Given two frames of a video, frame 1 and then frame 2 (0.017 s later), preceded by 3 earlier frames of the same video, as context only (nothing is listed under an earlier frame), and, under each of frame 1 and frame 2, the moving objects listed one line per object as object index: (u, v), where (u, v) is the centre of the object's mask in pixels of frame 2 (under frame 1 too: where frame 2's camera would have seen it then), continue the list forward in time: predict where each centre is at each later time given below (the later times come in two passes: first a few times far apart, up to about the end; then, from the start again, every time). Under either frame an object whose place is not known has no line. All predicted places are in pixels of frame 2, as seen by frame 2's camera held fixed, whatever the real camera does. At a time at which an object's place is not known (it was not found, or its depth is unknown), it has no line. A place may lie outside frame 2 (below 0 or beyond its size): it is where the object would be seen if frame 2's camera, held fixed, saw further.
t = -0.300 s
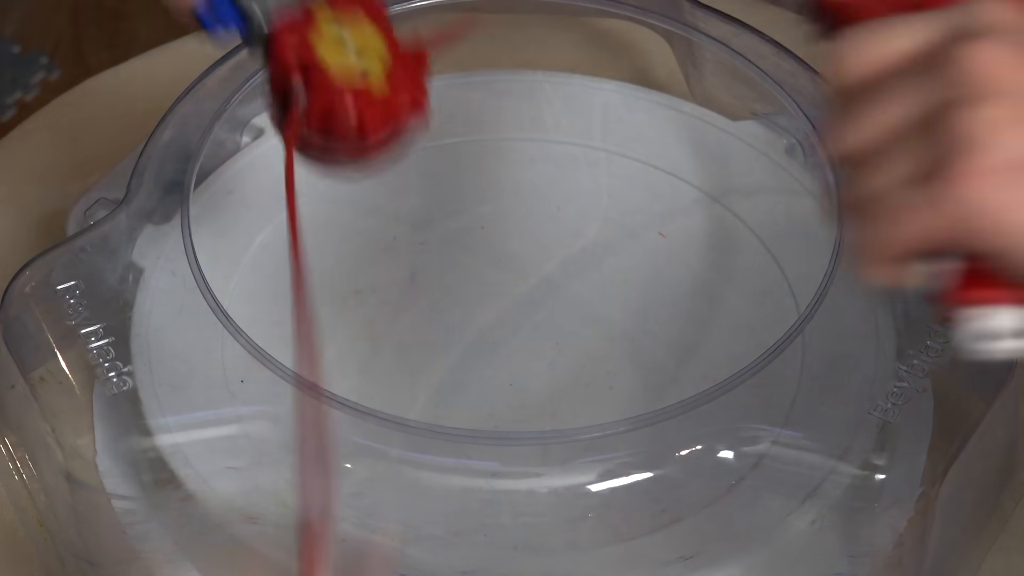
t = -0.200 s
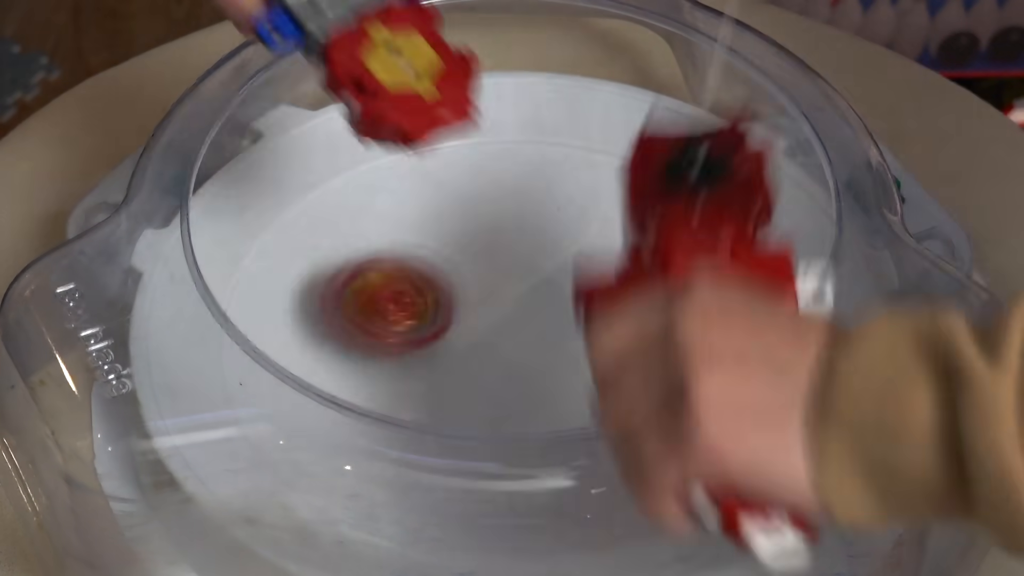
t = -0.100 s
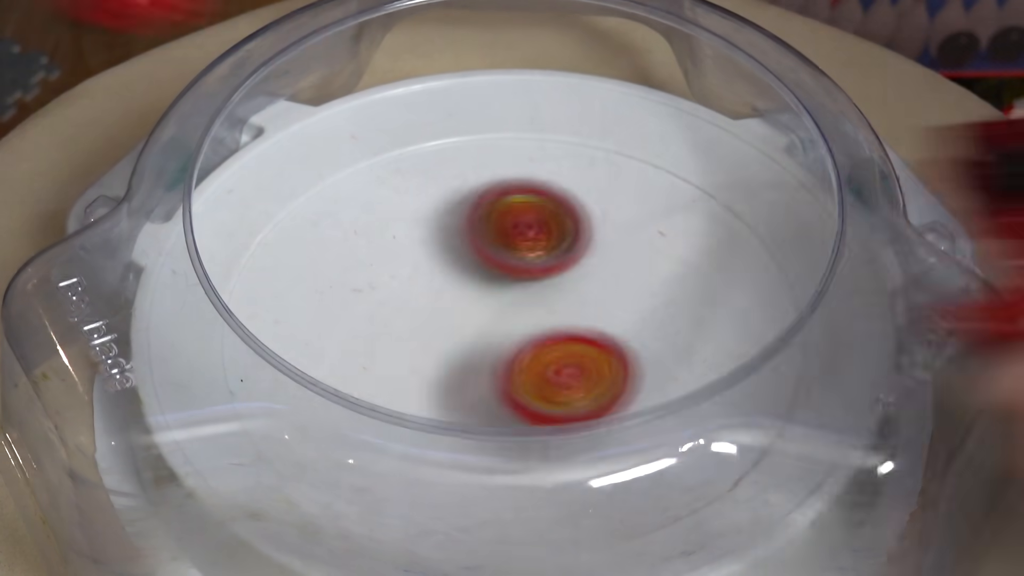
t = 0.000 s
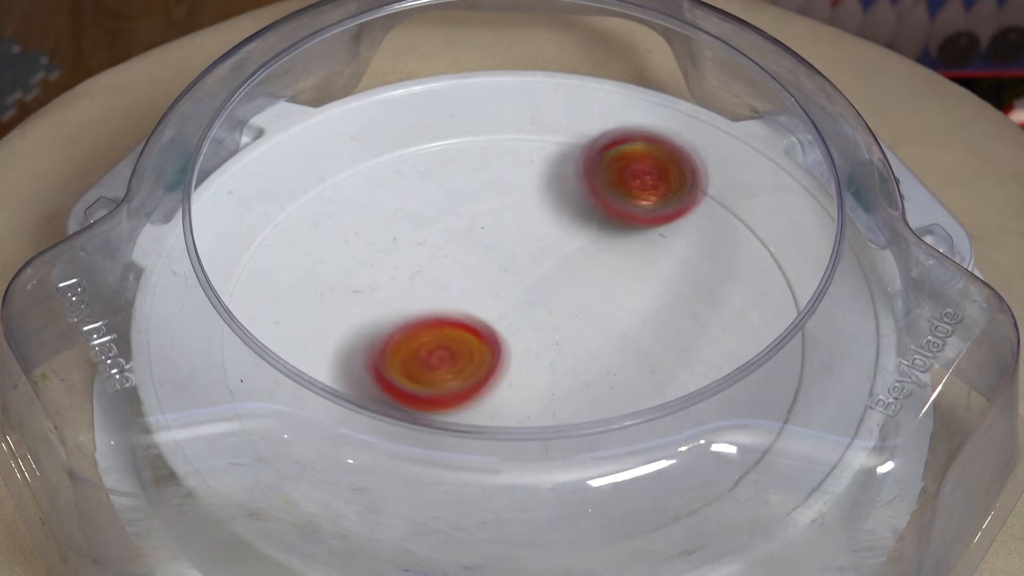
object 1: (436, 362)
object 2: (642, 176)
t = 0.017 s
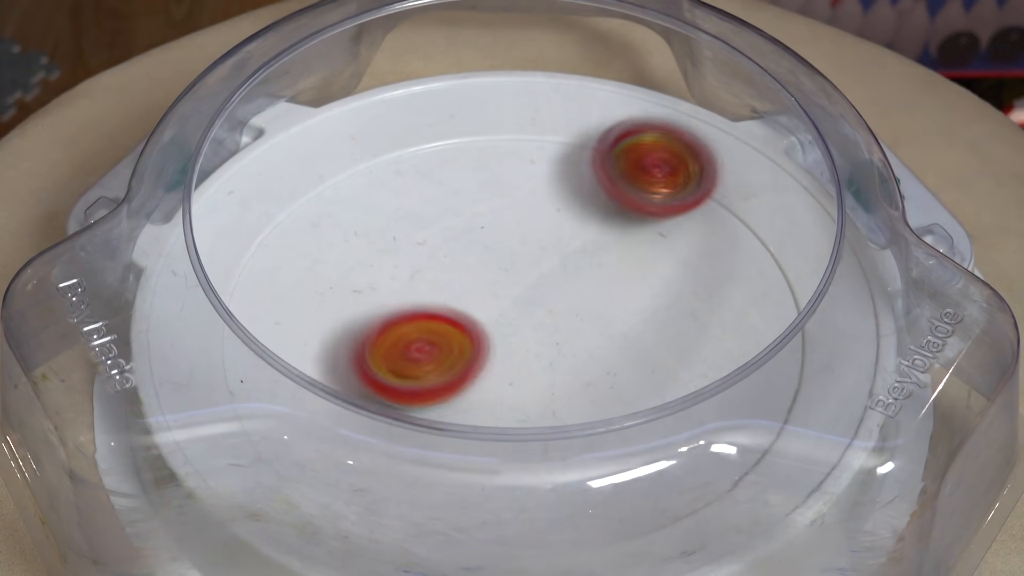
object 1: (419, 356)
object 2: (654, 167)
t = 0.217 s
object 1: (327, 281)
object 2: (667, 205)
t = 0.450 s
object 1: (375, 291)
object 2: (508, 367)
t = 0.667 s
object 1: (389, 355)
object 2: (567, 441)
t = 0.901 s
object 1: (524, 377)
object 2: (682, 345)
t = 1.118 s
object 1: (572, 285)
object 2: (701, 212)
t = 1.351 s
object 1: (375, 235)
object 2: (585, 188)
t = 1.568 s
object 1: (253, 354)
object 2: (506, 355)
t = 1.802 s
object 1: (465, 455)
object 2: (646, 441)
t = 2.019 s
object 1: (603, 299)
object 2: (762, 327)
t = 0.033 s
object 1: (401, 353)
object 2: (668, 160)
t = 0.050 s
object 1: (388, 343)
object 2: (680, 156)
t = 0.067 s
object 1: (375, 336)
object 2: (690, 153)
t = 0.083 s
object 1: (364, 326)
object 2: (696, 150)
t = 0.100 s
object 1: (354, 317)
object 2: (700, 148)
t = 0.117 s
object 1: (346, 312)
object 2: (702, 151)
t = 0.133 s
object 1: (339, 304)
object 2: (703, 158)
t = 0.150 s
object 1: (334, 298)
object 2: (698, 168)
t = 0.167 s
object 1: (330, 293)
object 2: (693, 173)
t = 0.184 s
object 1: (329, 286)
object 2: (685, 182)
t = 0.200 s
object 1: (327, 283)
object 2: (676, 196)
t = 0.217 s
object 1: (327, 281)
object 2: (667, 205)
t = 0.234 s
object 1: (329, 278)
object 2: (654, 212)
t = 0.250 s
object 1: (332, 276)
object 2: (642, 223)
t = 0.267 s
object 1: (336, 276)
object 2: (627, 241)
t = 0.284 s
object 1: (341, 274)
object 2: (614, 253)
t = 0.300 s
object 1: (347, 276)
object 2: (599, 259)
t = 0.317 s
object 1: (355, 278)
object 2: (584, 268)
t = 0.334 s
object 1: (363, 279)
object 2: (567, 284)
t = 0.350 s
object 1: (372, 284)
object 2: (551, 298)
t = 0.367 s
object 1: (382, 289)
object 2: (537, 298)
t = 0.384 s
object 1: (390, 293)
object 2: (521, 303)
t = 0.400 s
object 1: (389, 293)
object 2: (515, 312)
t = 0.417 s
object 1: (384, 292)
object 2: (512, 326)
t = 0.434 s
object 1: (379, 291)
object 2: (510, 346)
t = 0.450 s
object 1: (375, 291)
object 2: (508, 367)
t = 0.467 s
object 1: (371, 294)
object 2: (509, 370)
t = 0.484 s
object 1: (369, 295)
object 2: (510, 375)
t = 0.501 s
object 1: (367, 298)
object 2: (511, 381)
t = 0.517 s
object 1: (366, 304)
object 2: (513, 400)
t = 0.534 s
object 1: (366, 307)
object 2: (517, 403)
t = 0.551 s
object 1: (366, 312)
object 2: (521, 406)
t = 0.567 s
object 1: (368, 318)
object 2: (527, 417)
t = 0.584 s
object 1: (369, 323)
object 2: (531, 428)
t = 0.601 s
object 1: (371, 330)
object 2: (537, 428)
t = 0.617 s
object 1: (374, 336)
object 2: (545, 428)
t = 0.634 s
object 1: (379, 342)
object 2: (551, 441)
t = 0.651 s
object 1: (384, 350)
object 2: (560, 441)
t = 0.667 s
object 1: (389, 355)
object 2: (567, 441)
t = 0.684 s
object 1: (395, 360)
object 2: (576, 441)
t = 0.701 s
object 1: (402, 365)
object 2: (585, 438)
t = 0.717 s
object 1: (409, 369)
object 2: (597, 436)
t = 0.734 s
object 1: (418, 372)
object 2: (606, 434)
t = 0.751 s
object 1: (426, 375)
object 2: (615, 433)
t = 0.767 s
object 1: (436, 378)
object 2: (623, 412)
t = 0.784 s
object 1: (447, 381)
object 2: (632, 400)
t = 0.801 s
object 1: (459, 382)
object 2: (639, 394)
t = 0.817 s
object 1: (470, 383)
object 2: (648, 390)
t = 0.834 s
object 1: (482, 383)
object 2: (656, 386)
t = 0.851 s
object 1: (494, 383)
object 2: (658, 367)
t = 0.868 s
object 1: (504, 381)
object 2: (666, 361)
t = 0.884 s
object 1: (515, 380)
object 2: (675, 353)
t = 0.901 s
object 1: (524, 377)
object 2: (682, 345)
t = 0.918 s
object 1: (533, 373)
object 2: (689, 337)
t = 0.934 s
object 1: (541, 369)
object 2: (695, 328)
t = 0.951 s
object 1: (549, 363)
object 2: (699, 316)
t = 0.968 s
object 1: (556, 357)
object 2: (703, 307)
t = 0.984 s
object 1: (562, 351)
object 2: (706, 296)
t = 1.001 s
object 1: (567, 345)
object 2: (708, 286)
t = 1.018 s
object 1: (570, 336)
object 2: (709, 274)
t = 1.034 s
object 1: (574, 330)
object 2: (709, 263)
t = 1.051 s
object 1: (575, 320)
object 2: (709, 252)
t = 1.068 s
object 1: (576, 314)
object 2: (708, 242)
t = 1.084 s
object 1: (575, 304)
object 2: (707, 232)
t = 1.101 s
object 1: (574, 296)
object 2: (704, 222)
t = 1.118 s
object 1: (572, 285)
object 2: (701, 212)
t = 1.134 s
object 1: (570, 279)
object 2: (696, 202)
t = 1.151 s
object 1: (565, 268)
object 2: (690, 194)
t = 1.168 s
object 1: (560, 261)
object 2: (682, 187)
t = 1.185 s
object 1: (554, 255)
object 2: (674, 182)
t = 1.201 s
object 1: (547, 246)
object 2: (664, 178)
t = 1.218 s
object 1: (539, 241)
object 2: (651, 175)
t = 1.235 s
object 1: (531, 238)
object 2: (640, 174)
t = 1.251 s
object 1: (510, 235)
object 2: (632, 172)
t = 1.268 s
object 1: (489, 234)
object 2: (626, 169)
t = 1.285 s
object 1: (464, 233)
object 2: (619, 169)
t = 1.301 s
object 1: (443, 232)
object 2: (612, 171)
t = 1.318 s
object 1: (419, 232)
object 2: (603, 175)
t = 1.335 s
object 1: (397, 232)
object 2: (595, 180)
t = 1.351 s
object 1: (375, 235)
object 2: (585, 188)
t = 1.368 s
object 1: (355, 237)
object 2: (575, 198)
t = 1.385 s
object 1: (337, 242)
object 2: (566, 208)
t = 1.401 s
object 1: (319, 246)
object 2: (556, 220)
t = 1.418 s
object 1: (305, 253)
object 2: (547, 234)
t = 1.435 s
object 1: (289, 260)
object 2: (540, 247)
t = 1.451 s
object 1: (278, 267)
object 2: (532, 262)
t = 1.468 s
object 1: (269, 276)
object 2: (526, 276)
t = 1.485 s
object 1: (266, 284)
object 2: (520, 290)
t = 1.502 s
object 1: (266, 292)
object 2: (516, 305)
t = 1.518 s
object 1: (252, 309)
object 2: (512, 318)
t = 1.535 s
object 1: (251, 320)
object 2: (509, 333)
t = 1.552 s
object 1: (252, 334)
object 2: (508, 342)
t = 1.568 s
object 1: (253, 354)
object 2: (506, 355)
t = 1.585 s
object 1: (263, 363)
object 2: (505, 369)
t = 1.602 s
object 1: (272, 379)
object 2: (506, 376)
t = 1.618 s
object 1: (288, 393)
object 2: (508, 385)
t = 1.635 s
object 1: (300, 407)
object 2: (510, 387)
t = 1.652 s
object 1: (323, 421)
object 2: (515, 391)
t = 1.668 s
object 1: (340, 430)
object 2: (516, 413)
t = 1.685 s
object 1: (367, 441)
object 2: (521, 416)
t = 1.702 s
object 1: (385, 456)
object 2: (528, 418)
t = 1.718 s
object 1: (403, 460)
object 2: (541, 429)
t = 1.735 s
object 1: (417, 464)
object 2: (560, 429)
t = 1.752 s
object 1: (427, 465)
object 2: (579, 426)
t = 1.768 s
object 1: (438, 466)
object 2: (606, 434)
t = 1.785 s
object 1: (453, 457)
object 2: (629, 444)
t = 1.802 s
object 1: (465, 455)
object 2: (646, 441)
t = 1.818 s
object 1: (480, 449)
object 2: (665, 435)
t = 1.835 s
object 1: (495, 443)
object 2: (687, 435)
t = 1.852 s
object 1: (509, 429)
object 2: (709, 437)
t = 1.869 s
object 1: (524, 420)
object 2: (725, 430)
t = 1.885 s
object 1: (538, 410)
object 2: (738, 424)
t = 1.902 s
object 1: (549, 394)
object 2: (742, 403)
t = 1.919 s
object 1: (561, 386)
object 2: (749, 387)
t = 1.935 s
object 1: (573, 376)
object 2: (755, 378)
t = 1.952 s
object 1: (582, 362)
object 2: (759, 373)
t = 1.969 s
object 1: (588, 346)
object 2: (764, 369)
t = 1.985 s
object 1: (595, 332)
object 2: (762, 352)
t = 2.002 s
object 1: (600, 315)
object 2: (763, 339)
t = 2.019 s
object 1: (603, 299)
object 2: (762, 327)
